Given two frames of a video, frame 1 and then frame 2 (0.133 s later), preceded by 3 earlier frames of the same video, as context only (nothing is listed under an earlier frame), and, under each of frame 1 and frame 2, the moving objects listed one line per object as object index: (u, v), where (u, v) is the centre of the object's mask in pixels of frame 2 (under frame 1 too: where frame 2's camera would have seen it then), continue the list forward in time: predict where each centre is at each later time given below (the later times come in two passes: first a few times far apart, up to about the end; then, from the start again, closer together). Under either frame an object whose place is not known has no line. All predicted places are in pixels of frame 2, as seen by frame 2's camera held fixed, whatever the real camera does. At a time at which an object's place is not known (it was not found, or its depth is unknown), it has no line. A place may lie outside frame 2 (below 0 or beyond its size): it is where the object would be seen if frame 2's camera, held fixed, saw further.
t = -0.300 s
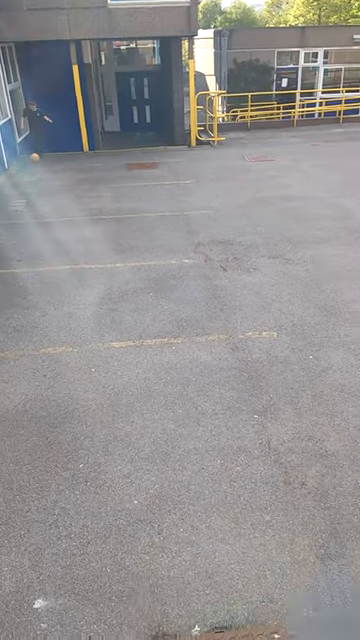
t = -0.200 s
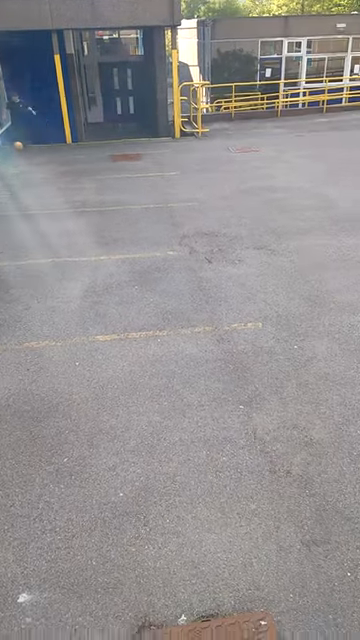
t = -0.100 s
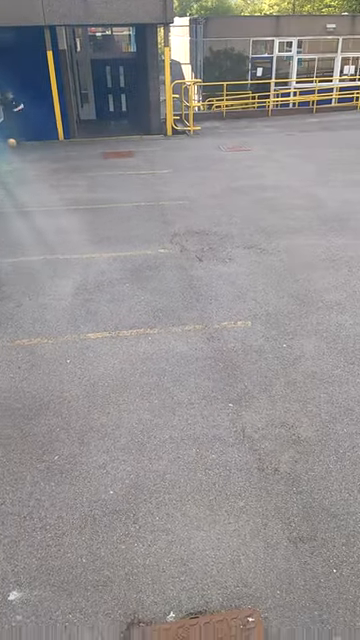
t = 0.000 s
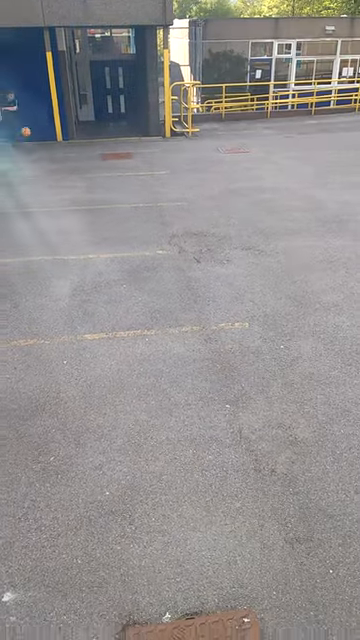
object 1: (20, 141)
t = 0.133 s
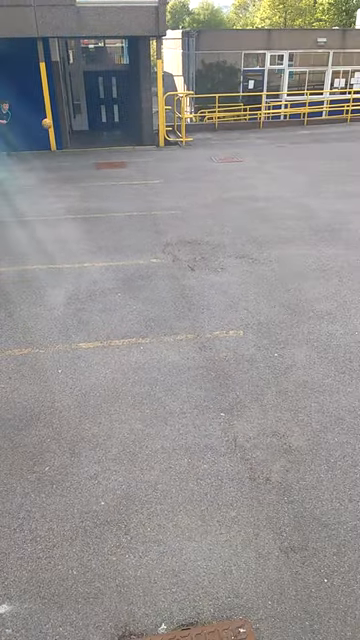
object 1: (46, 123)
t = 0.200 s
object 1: (62, 117)
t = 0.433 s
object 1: (124, 109)
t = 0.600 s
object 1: (173, 120)
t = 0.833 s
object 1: (253, 166)
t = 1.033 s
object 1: (325, 235)
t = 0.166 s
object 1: (54, 120)
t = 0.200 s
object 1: (62, 117)
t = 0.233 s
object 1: (70, 114)
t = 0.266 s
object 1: (78, 113)
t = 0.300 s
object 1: (87, 111)
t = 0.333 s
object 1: (95, 110)
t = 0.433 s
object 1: (124, 109)
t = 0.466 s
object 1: (133, 110)
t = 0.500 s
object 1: (143, 111)
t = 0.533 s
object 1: (152, 112)
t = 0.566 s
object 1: (162, 116)
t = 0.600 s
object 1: (173, 120)
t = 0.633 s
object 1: (183, 125)
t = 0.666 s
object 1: (195, 129)
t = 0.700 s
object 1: (206, 135)
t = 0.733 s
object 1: (217, 142)
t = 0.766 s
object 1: (229, 150)
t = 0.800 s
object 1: (241, 157)
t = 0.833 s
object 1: (253, 166)
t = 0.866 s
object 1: (264, 176)
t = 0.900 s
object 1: (276, 186)
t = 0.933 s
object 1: (288, 198)
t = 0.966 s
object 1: (302, 209)
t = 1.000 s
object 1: (314, 222)
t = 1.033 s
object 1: (325, 235)
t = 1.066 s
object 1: (331, 230)
